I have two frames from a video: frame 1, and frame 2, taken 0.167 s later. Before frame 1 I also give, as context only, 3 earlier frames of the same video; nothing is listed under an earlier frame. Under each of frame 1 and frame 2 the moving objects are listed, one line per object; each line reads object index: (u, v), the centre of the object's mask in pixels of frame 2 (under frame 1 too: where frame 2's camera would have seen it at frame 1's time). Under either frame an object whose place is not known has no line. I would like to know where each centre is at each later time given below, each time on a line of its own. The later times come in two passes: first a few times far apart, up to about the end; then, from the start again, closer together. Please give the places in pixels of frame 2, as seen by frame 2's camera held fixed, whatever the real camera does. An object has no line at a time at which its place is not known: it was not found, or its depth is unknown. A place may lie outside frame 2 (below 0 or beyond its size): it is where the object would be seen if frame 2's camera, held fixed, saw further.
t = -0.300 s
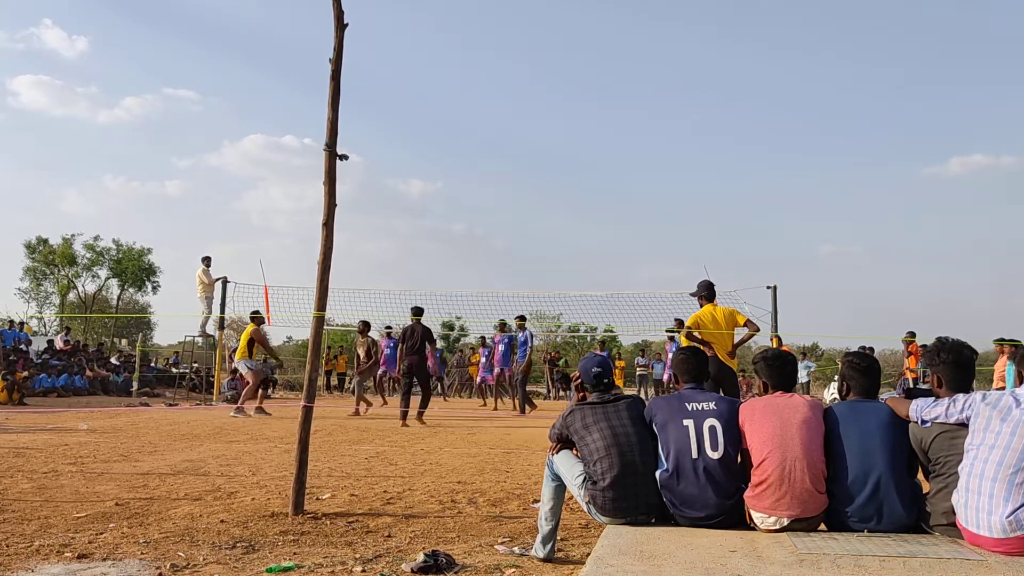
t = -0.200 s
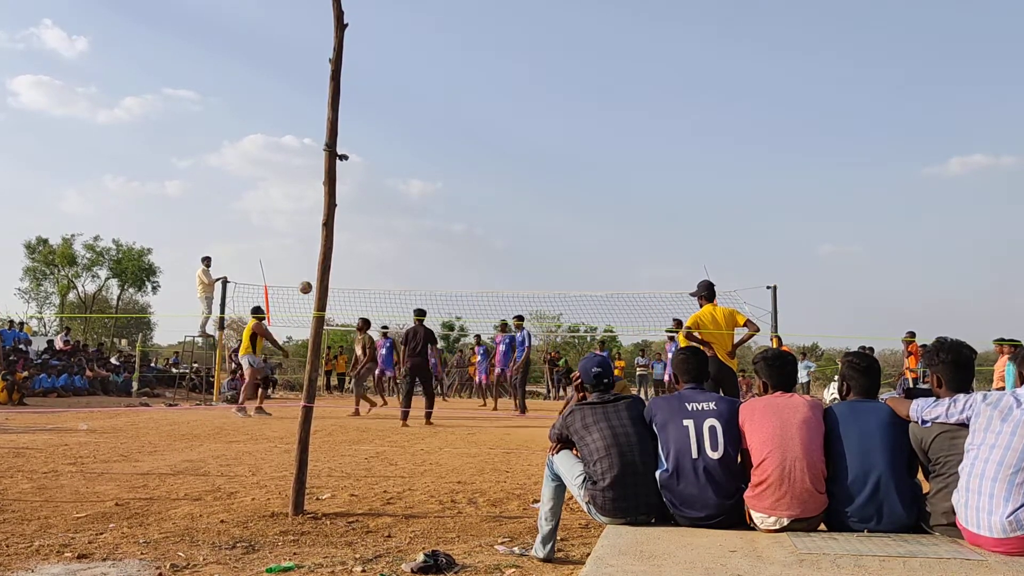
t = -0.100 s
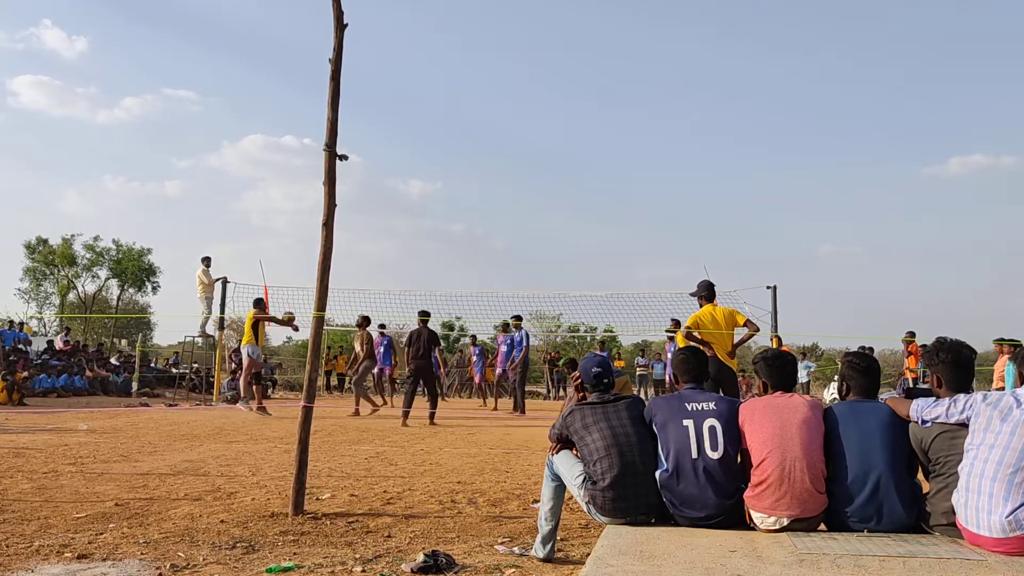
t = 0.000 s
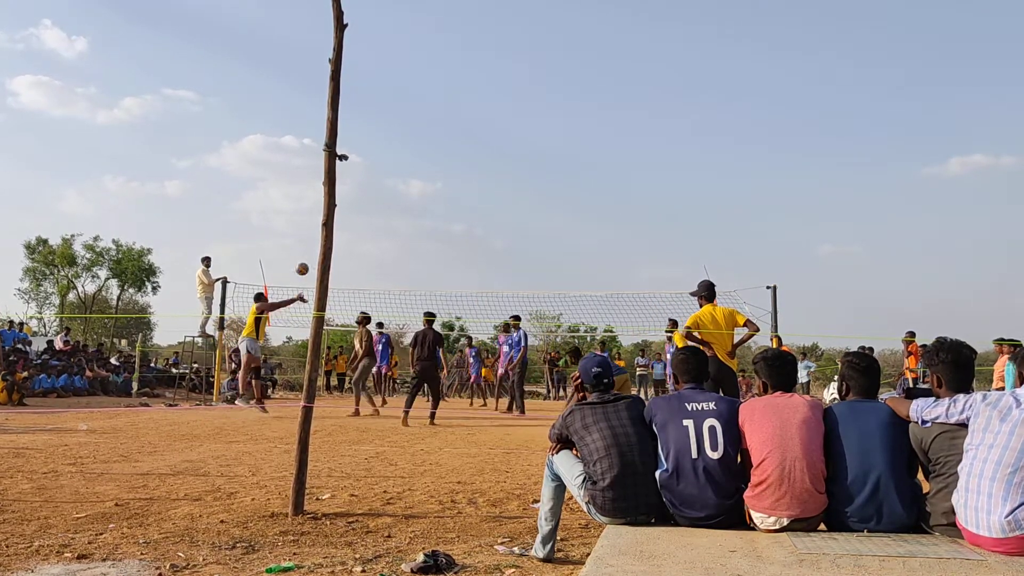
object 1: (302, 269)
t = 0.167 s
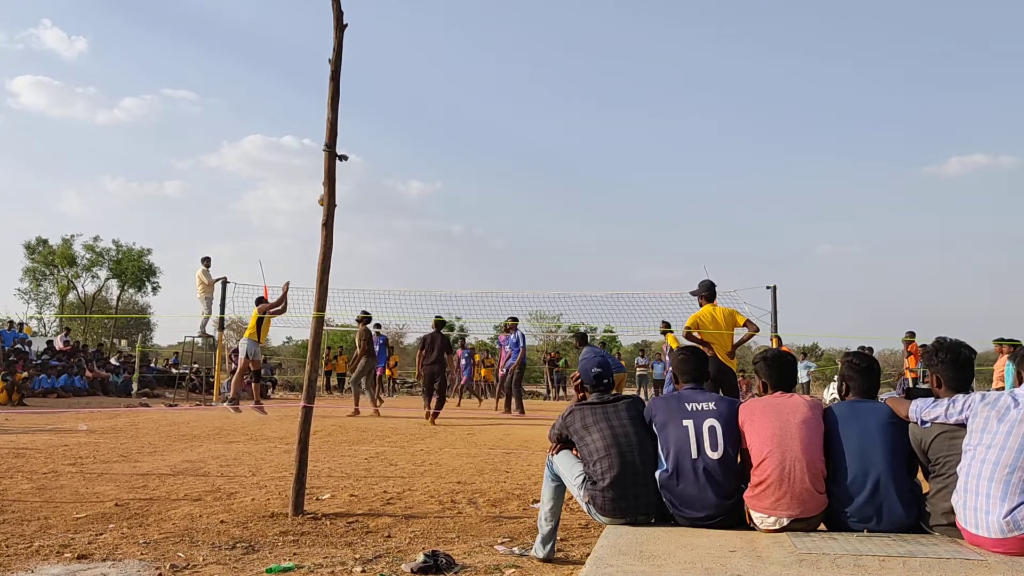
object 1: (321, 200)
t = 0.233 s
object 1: (337, 177)
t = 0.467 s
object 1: (364, 116)
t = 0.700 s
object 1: (393, 87)
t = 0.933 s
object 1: (422, 89)
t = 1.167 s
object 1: (450, 125)
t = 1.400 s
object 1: (479, 197)
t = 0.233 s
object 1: (337, 177)
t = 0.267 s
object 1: (339, 167)
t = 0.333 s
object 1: (347, 147)
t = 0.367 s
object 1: (351, 138)
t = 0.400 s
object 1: (355, 130)
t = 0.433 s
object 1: (359, 123)
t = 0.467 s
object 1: (364, 116)
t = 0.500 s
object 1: (368, 110)
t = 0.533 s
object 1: (372, 105)
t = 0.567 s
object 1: (376, 100)
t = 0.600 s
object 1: (381, 96)
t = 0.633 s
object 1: (385, 92)
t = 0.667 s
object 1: (389, 89)
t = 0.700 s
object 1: (393, 87)
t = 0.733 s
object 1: (397, 85)
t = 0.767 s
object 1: (401, 84)
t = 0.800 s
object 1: (405, 84)
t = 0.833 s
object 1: (410, 84)
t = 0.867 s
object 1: (414, 85)
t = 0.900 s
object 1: (417, 87)
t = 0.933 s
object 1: (422, 89)
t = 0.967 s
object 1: (426, 92)
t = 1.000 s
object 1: (430, 96)
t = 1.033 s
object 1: (434, 101)
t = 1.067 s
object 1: (438, 106)
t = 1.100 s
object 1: (442, 112)
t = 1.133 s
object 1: (446, 118)
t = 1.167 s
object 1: (450, 125)
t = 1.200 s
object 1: (454, 133)
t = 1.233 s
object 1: (458, 142)
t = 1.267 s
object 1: (463, 152)
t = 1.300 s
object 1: (467, 162)
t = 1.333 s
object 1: (471, 173)
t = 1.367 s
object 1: (475, 185)
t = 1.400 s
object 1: (479, 197)
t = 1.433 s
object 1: (483, 211)
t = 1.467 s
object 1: (487, 225)
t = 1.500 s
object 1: (491, 240)
